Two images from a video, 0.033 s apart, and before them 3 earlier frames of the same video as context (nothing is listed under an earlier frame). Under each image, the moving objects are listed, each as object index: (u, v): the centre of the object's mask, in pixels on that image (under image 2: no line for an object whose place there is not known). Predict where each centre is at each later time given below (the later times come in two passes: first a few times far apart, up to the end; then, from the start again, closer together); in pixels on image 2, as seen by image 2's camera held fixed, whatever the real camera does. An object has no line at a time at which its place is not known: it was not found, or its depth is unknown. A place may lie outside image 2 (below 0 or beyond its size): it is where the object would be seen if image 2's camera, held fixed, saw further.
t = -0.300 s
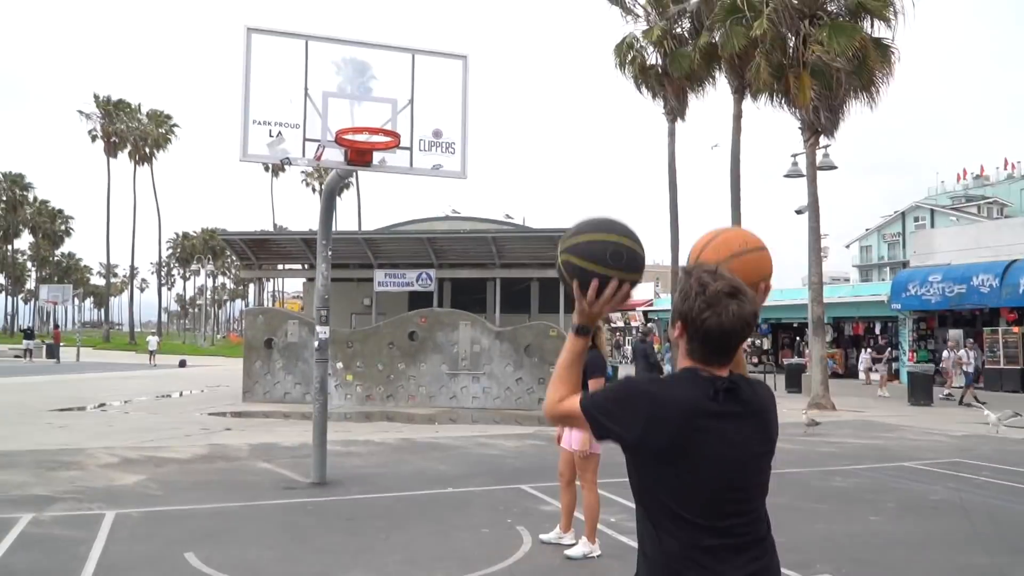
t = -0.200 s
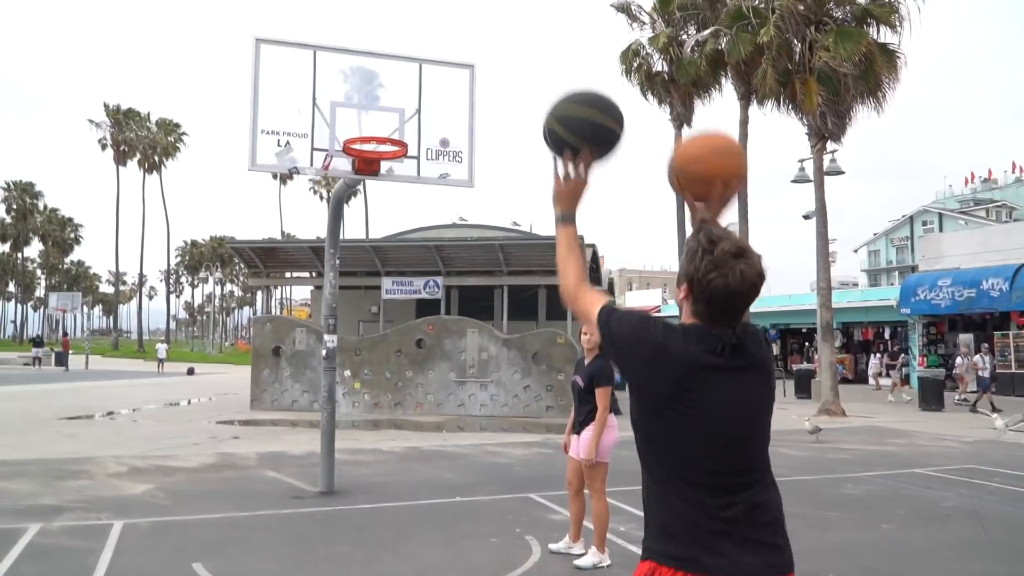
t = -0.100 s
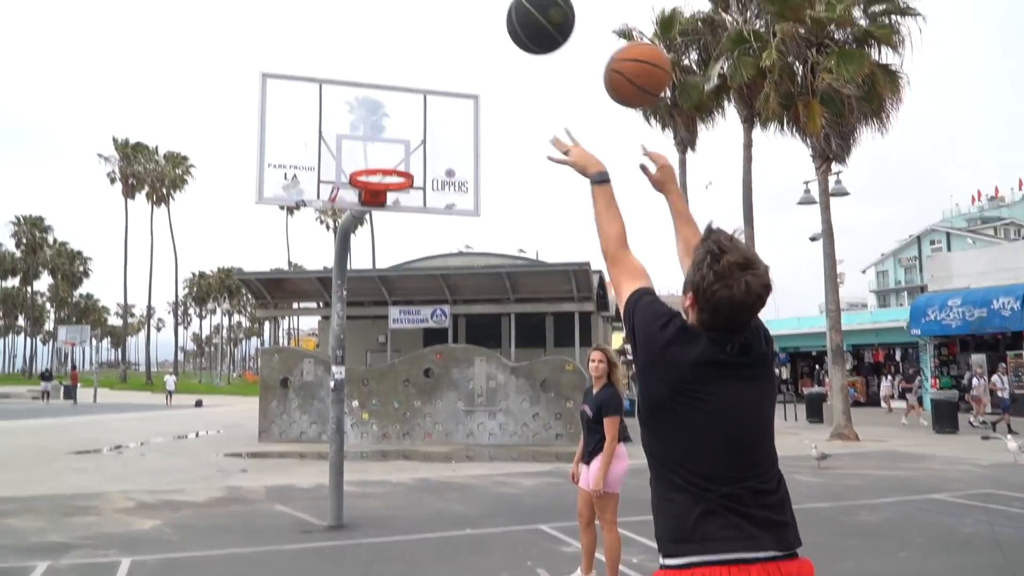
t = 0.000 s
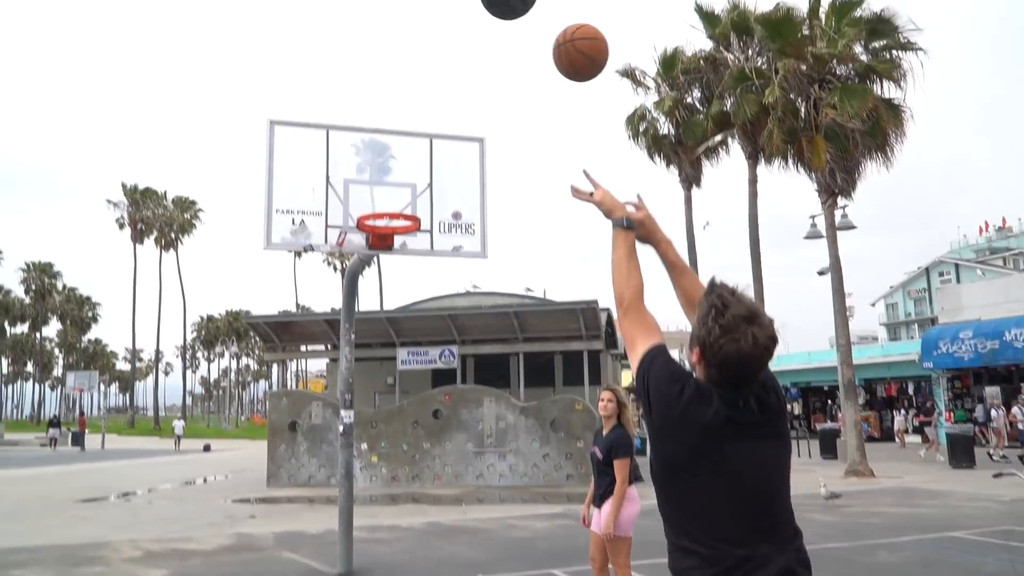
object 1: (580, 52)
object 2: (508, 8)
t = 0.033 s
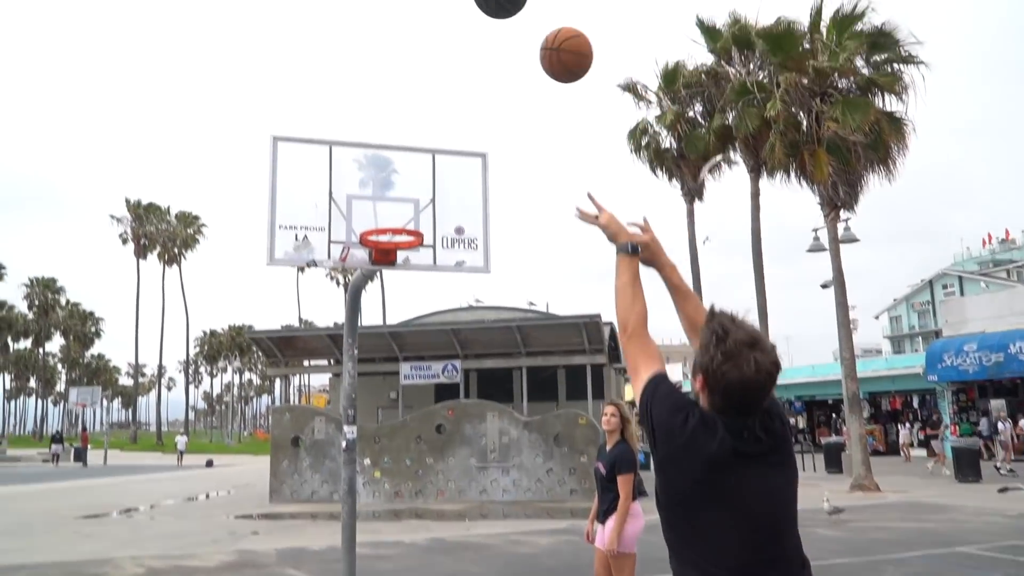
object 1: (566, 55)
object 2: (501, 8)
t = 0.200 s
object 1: (504, 31)
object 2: (463, -47)
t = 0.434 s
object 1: (448, 67)
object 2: (431, -19)
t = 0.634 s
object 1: (416, 142)
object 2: (413, 59)
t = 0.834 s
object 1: (392, 217)
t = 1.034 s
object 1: (376, 148)
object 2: (397, 205)
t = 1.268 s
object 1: (355, 123)
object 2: (402, 216)
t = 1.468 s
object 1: (334, 165)
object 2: (399, 228)
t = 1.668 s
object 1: (310, 291)
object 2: (375, 267)
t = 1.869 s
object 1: (284, 527)
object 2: (350, 349)
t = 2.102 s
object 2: (323, 511)
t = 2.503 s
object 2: (290, 459)
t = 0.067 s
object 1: (551, 45)
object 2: (491, -8)
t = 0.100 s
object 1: (538, 38)
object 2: (484, -22)
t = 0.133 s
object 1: (526, 33)
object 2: (476, -33)
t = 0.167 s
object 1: (514, 31)
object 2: (469, -43)
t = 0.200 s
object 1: (504, 31)
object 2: (463, -47)
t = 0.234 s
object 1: (494, 32)
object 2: (458, -47)
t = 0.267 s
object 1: (485, 35)
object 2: (453, -46)
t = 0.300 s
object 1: (477, 39)
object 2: (448, -43)
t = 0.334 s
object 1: (469, 45)
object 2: (443, -39)
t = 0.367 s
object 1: (462, 51)
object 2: (439, -34)
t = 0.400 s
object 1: (455, 58)
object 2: (435, -27)
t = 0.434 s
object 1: (448, 67)
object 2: (431, -19)
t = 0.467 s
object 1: (442, 78)
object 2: (428, -8)
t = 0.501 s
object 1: (436, 89)
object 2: (425, 3)
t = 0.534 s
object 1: (430, 101)
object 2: (422, 16)
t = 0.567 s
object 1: (425, 114)
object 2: (419, 29)
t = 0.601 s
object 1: (420, 128)
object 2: (416, 44)
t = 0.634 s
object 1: (416, 142)
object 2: (413, 59)
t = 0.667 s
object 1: (411, 159)
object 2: (411, 76)
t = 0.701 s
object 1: (407, 175)
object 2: (409, 93)
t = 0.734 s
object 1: (402, 192)
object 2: (406, 111)
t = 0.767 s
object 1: (398, 210)
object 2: (404, 131)
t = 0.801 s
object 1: (394, 228)
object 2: (402, 150)
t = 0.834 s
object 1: (392, 217)
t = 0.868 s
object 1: (384, 208)
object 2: (398, 193)
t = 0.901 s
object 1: (386, 188)
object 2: (396, 214)
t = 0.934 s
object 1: (384, 177)
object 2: (396, 213)
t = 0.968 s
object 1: (381, 167)
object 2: (397, 209)
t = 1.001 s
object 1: (378, 157)
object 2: (397, 207)
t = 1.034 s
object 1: (376, 148)
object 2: (397, 205)
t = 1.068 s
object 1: (373, 140)
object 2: (397, 206)
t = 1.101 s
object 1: (370, 133)
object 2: (397, 207)
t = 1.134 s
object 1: (367, 128)
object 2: (397, 210)
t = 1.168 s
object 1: (364, 125)
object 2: (397, 214)
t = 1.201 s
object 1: (361, 122)
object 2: (398, 214)
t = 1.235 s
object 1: (358, 122)
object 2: (400, 215)
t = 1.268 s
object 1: (355, 123)
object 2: (402, 216)
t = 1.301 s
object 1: (351, 125)
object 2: (404, 219)
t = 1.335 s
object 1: (348, 129)
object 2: (405, 225)
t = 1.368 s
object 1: (344, 135)
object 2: (405, 221)
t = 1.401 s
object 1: (341, 143)
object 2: (402, 225)
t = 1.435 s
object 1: (337, 153)
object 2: (401, 228)
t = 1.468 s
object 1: (334, 165)
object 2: (399, 228)
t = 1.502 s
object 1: (330, 179)
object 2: (397, 237)
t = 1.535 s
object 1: (326, 196)
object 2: (392, 245)
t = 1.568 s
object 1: (322, 215)
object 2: (389, 247)
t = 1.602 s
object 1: (318, 237)
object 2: (384, 251)
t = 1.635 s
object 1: (314, 262)
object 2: (380, 258)
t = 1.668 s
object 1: (310, 291)
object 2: (375, 267)
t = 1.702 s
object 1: (306, 322)
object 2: (371, 277)
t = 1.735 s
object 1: (302, 357)
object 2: (368, 288)
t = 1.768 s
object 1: (299, 397)
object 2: (364, 302)
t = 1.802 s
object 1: (294, 440)
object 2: (358, 316)
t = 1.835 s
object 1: (288, 489)
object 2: (355, 333)
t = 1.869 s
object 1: (284, 527)
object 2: (350, 349)
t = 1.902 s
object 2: (347, 368)
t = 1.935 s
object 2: (343, 388)
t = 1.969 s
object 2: (339, 410)
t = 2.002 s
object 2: (334, 433)
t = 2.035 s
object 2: (331, 457)
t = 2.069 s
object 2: (327, 483)
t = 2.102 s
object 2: (323, 511)
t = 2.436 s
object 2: (295, 489)
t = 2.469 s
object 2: (293, 473)
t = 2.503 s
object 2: (290, 459)
